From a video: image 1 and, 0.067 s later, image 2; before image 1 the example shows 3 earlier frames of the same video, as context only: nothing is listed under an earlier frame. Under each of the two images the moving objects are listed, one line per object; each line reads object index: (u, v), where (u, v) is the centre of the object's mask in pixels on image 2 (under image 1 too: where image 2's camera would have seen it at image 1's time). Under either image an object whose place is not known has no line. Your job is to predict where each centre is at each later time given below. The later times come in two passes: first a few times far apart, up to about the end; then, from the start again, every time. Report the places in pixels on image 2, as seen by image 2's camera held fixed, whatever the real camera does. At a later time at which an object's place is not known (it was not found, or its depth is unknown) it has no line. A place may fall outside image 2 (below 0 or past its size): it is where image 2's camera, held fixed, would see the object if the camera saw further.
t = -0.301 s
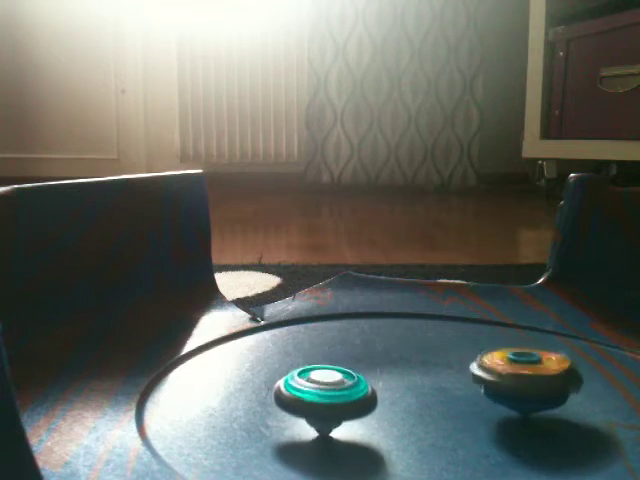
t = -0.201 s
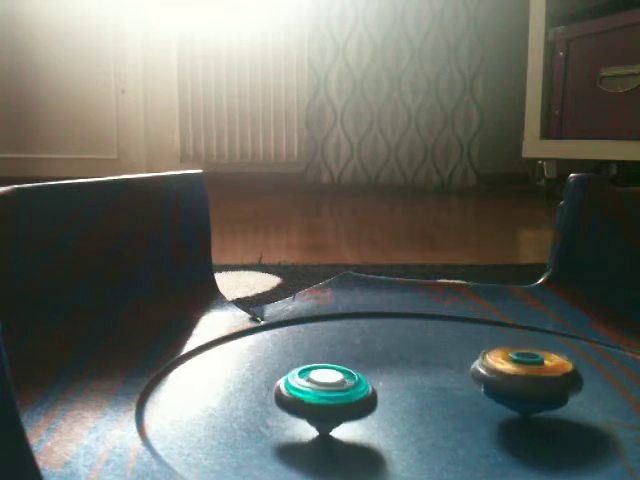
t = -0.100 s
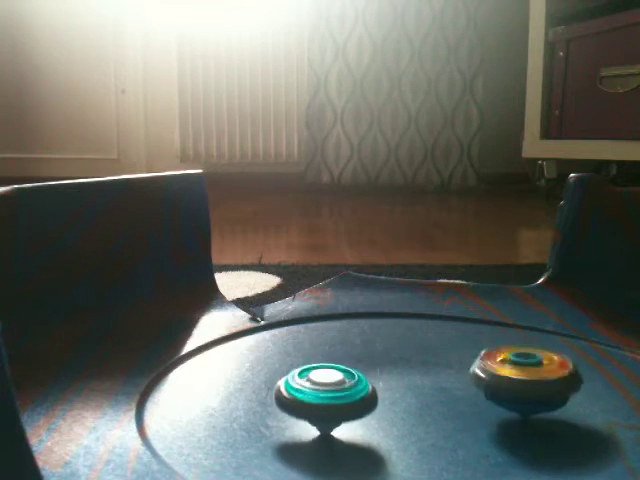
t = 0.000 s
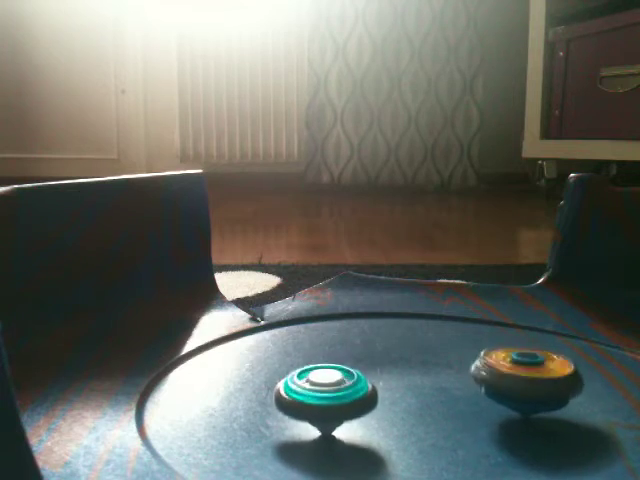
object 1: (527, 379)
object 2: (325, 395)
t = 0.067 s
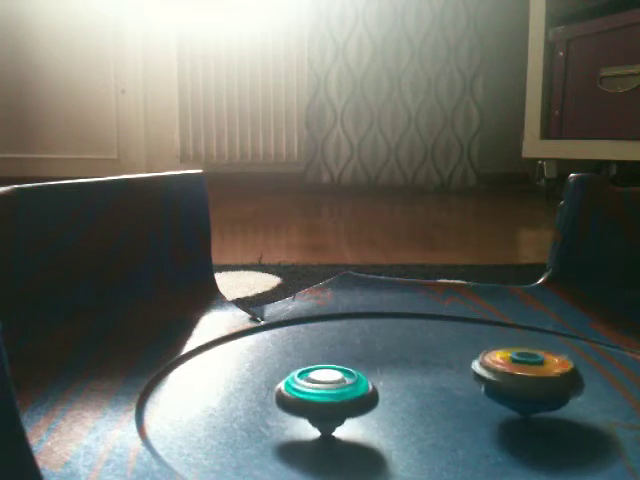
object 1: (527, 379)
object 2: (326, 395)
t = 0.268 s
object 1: (527, 379)
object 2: (325, 396)
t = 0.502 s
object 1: (529, 380)
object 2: (322, 397)
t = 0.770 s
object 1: (529, 380)
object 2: (323, 397)
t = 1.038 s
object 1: (530, 380)
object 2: (326, 398)
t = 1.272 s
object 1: (531, 381)
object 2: (326, 401)
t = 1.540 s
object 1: (531, 381)
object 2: (326, 401)
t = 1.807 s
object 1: (530, 381)
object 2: (331, 399)
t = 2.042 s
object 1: (531, 381)
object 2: (334, 399)
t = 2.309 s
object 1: (532, 381)
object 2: (328, 401)
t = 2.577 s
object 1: (531, 380)
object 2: (324, 400)
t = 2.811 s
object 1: (532, 380)
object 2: (326, 400)
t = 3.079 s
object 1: (532, 381)
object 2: (328, 403)
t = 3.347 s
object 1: (513, 382)
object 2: (326, 404)
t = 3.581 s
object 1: (514, 379)
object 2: (327, 403)
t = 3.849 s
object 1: (518, 379)
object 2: (331, 403)
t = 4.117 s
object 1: (515, 382)
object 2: (332, 405)
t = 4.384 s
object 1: (531, 392)
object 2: (330, 403)
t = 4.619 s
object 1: (572, 397)
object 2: (333, 402)
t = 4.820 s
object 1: (554, 395)
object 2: (338, 402)
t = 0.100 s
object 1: (528, 379)
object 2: (326, 396)
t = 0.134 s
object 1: (527, 379)
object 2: (326, 396)
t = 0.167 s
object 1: (526, 379)
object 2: (326, 396)
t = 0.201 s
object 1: (526, 379)
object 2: (325, 396)
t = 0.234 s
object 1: (527, 379)
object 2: (325, 396)
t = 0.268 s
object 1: (527, 379)
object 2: (325, 396)
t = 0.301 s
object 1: (528, 379)
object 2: (324, 396)
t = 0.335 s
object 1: (528, 380)
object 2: (324, 397)
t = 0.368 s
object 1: (528, 380)
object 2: (324, 397)
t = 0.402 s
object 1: (526, 380)
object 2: (323, 397)
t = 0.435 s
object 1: (527, 379)
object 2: (323, 397)
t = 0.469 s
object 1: (529, 380)
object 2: (323, 397)
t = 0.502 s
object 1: (529, 380)
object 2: (322, 397)
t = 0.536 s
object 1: (528, 380)
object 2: (322, 397)
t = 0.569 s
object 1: (529, 380)
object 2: (321, 397)
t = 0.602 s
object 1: (529, 381)
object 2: (320, 397)
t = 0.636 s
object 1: (528, 380)
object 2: (321, 396)
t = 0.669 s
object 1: (528, 380)
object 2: (322, 397)
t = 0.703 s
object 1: (529, 380)
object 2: (322, 397)
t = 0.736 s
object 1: (529, 380)
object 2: (322, 397)
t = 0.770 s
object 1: (529, 380)
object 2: (323, 397)
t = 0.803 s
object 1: (529, 380)
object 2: (325, 397)
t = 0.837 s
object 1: (530, 381)
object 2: (326, 397)
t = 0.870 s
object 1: (529, 380)
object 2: (325, 398)
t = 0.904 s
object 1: (528, 380)
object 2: (324, 398)
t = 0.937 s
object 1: (529, 380)
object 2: (325, 397)
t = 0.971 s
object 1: (530, 381)
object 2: (326, 398)
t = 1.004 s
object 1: (529, 380)
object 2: (326, 398)
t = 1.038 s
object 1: (530, 380)
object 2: (326, 398)
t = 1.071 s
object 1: (530, 381)
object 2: (327, 399)
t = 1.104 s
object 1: (531, 381)
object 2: (327, 400)
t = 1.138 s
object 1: (529, 381)
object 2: (327, 400)
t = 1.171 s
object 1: (530, 380)
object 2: (326, 401)
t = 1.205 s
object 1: (531, 381)
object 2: (326, 400)
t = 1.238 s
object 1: (531, 381)
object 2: (327, 401)
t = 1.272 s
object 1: (531, 381)
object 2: (326, 401)
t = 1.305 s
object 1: (532, 381)
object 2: (326, 401)
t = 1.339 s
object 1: (532, 382)
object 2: (326, 401)
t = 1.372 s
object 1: (530, 381)
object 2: (325, 401)
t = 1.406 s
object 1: (530, 381)
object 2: (325, 401)
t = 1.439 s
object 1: (530, 381)
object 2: (326, 401)
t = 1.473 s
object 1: (532, 382)
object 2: (324, 401)
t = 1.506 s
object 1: (531, 382)
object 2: (324, 401)
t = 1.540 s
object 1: (531, 381)
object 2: (326, 401)
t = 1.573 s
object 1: (532, 382)
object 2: (327, 401)
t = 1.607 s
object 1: (530, 382)
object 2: (326, 401)
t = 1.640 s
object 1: (529, 381)
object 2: (327, 401)
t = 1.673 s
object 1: (530, 381)
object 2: (328, 400)
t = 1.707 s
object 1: (532, 382)
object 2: (329, 400)
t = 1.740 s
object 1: (531, 382)
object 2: (329, 400)
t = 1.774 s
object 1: (530, 382)
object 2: (329, 399)
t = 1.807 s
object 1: (530, 381)
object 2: (331, 399)
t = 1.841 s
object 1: (530, 382)
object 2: (332, 399)
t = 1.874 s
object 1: (530, 381)
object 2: (331, 399)
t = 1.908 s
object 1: (530, 381)
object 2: (331, 399)
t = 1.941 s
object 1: (531, 381)
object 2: (332, 399)
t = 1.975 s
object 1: (533, 382)
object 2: (332, 399)
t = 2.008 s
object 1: (532, 382)
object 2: (333, 399)
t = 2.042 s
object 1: (531, 381)
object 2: (334, 399)
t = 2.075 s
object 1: (532, 381)
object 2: (332, 399)
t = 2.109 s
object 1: (532, 381)
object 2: (331, 399)
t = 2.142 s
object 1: (532, 381)
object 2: (332, 399)
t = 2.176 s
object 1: (533, 380)
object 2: (332, 399)
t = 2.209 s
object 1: (534, 381)
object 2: (330, 400)
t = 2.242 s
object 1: (534, 381)
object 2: (329, 400)
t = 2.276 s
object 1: (533, 381)
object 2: (328, 400)
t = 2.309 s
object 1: (532, 381)
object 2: (328, 401)
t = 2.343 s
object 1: (532, 381)
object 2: (327, 401)
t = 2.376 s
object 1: (531, 380)
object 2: (325, 401)
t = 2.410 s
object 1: (531, 380)
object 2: (325, 401)
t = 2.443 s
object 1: (532, 380)
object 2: (327, 401)
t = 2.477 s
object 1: (533, 381)
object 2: (326, 401)
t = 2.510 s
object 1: (532, 381)
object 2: (325, 401)
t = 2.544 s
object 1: (531, 380)
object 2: (325, 401)
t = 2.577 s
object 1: (531, 380)
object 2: (324, 400)
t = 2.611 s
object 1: (531, 380)
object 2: (324, 400)
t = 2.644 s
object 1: (530, 380)
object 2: (325, 400)
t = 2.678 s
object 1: (530, 380)
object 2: (325, 400)
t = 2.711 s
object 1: (532, 380)
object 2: (325, 400)
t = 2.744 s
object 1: (532, 380)
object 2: (325, 400)
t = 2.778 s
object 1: (532, 380)
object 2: (325, 400)
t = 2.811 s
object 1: (532, 380)
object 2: (326, 400)
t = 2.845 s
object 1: (532, 380)
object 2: (327, 400)
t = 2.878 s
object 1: (530, 380)
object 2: (326, 401)
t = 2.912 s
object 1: (529, 380)
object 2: (326, 401)
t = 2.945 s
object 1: (529, 380)
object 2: (327, 401)
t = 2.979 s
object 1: (530, 380)
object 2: (328, 401)
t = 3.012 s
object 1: (530, 380)
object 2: (329, 402)
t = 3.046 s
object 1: (531, 380)
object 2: (329, 402)
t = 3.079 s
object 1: (532, 381)
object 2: (328, 403)
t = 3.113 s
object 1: (535, 383)
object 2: (327, 402)
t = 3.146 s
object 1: (534, 383)
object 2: (328, 402)
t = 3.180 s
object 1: (533, 383)
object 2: (329, 403)
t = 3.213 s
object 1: (531, 384)
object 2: (327, 403)
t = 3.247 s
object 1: (527, 383)
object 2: (327, 403)
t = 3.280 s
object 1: (521, 383)
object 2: (326, 403)
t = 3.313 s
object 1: (516, 383)
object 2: (326, 403)
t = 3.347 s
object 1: (513, 382)
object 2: (326, 404)
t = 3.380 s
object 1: (511, 380)
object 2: (324, 403)
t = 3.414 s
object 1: (511, 379)
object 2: (325, 403)
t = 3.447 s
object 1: (513, 376)
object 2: (326, 403)
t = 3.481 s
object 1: (514, 379)
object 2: (327, 403)
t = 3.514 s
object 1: (515, 379)
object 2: (326, 404)
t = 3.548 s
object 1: (514, 377)
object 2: (326, 403)
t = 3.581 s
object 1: (514, 379)
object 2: (327, 403)
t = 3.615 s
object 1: (516, 382)
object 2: (328, 403)
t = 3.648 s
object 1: (515, 376)
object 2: (330, 403)
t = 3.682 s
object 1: (516, 379)
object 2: (330, 403)
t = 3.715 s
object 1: (517, 379)
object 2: (330, 403)
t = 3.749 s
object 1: (517, 379)
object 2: (331, 402)
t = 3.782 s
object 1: (519, 378)
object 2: (331, 403)
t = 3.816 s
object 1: (519, 379)
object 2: (331, 403)
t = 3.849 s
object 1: (518, 379)
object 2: (331, 403)
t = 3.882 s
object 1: (517, 379)
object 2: (332, 403)
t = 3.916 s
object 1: (517, 379)
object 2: (332, 403)
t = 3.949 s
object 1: (517, 381)
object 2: (333, 404)
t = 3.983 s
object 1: (516, 381)
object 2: (333, 404)
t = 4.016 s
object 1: (515, 380)
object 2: (331, 404)
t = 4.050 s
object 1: (515, 380)
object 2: (331, 404)
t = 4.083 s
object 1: (515, 381)
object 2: (332, 404)
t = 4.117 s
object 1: (515, 382)
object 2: (332, 405)
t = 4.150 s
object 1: (516, 382)
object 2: (331, 405)
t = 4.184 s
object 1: (517, 384)
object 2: (330, 405)
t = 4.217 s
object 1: (517, 385)
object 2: (330, 405)
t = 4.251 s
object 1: (519, 385)
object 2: (328, 405)
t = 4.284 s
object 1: (521, 386)
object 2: (327, 404)
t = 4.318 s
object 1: (523, 388)
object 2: (326, 404)
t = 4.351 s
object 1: (527, 389)
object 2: (328, 403)
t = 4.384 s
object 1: (531, 392)
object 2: (330, 403)
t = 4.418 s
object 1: (535, 394)
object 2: (331, 404)
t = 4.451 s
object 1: (541, 397)
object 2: (329, 404)
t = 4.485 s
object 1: (548, 396)
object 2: (329, 403)
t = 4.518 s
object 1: (555, 397)
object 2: (331, 403)
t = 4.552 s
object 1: (564, 397)
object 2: (333, 403)
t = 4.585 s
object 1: (570, 401)
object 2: (333, 403)
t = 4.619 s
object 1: (572, 397)
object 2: (333, 402)
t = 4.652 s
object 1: (573, 397)
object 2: (335, 402)
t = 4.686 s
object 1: (572, 397)
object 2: (337, 402)
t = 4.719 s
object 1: (571, 397)
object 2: (339, 403)
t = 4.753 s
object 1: (568, 398)
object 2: (337, 403)
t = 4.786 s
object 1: (561, 397)
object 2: (337, 402)
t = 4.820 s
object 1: (554, 395)
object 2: (338, 402)
